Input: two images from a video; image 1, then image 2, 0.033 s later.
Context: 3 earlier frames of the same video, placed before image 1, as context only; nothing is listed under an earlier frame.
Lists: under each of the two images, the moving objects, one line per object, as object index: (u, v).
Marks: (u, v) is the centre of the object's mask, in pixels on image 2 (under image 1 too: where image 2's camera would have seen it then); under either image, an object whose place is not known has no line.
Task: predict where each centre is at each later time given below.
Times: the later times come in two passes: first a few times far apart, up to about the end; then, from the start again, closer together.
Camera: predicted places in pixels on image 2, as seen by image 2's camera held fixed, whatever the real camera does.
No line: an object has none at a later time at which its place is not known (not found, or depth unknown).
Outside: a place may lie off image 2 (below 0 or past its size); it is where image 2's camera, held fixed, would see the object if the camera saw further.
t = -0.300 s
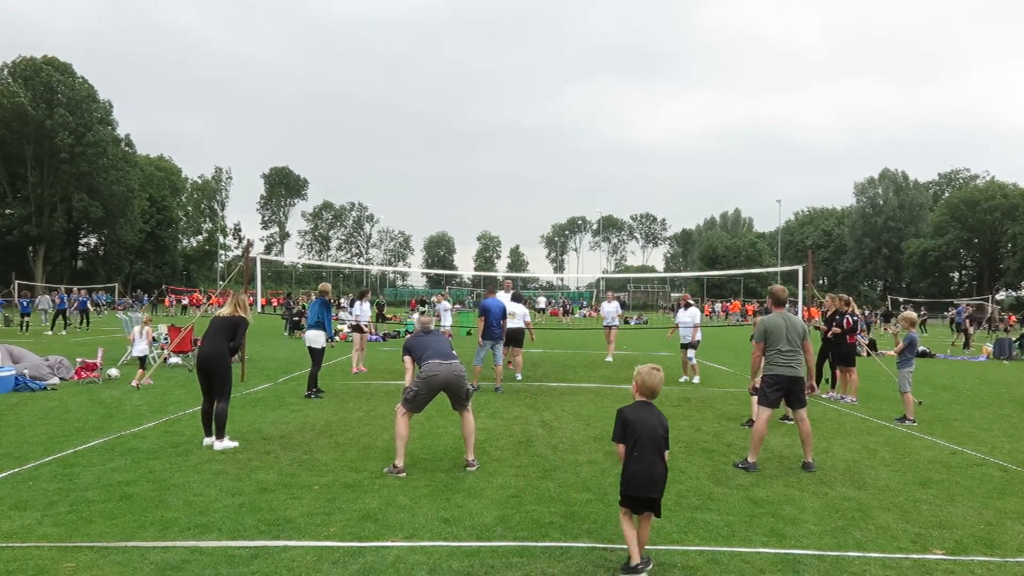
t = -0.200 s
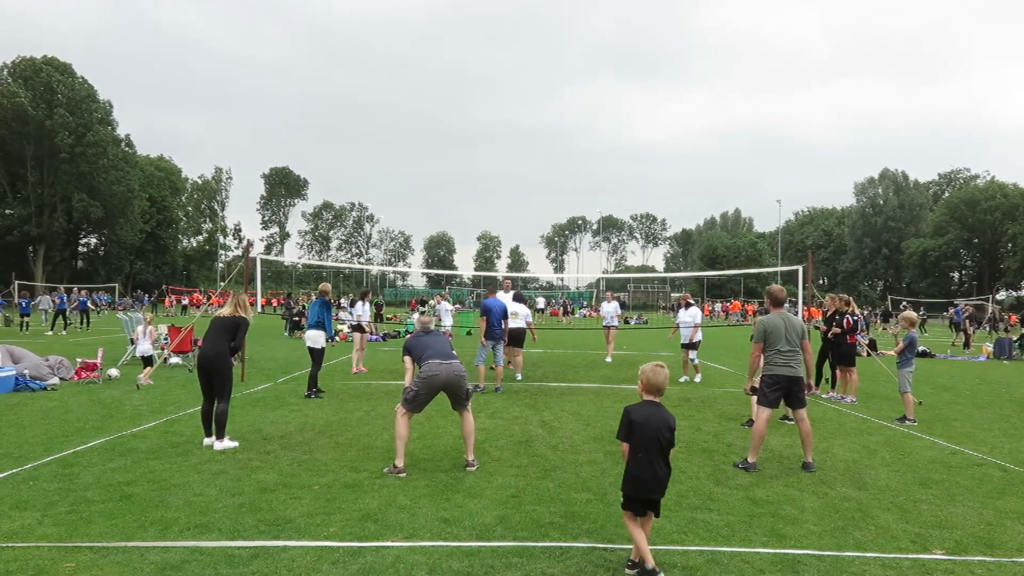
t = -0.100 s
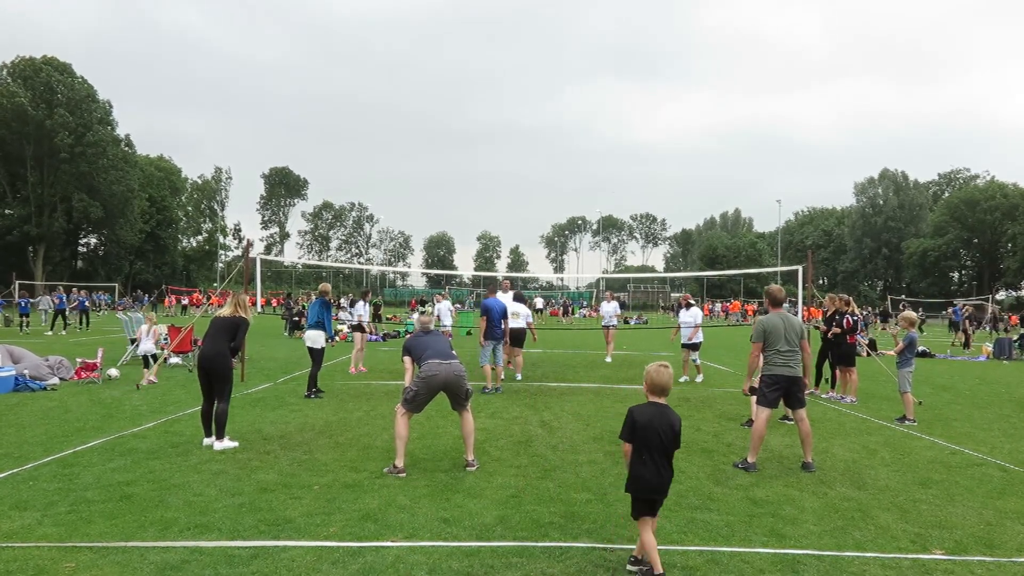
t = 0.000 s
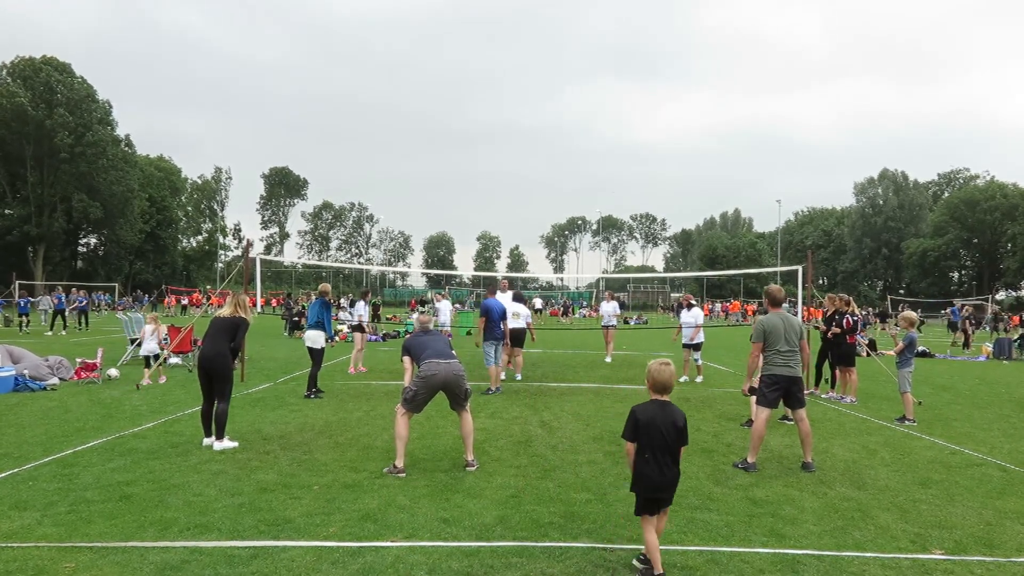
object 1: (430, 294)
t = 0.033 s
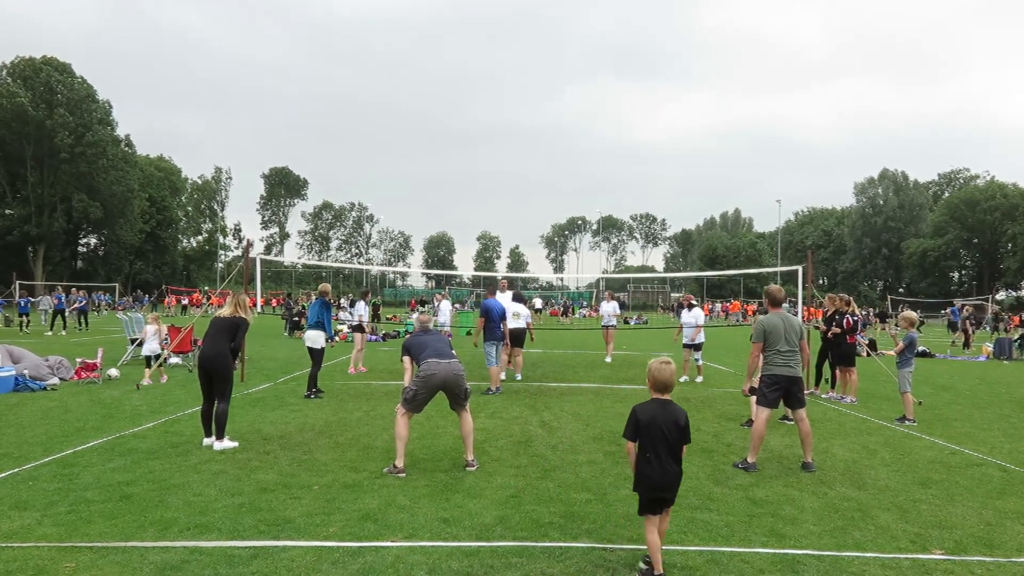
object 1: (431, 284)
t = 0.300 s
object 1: (438, 203)
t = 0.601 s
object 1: (448, 127)
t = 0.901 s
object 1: (454, 83)
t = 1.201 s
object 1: (461, 85)
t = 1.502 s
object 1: (465, 155)
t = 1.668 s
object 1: (467, 241)
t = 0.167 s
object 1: (434, 240)
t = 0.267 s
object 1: (437, 213)
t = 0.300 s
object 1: (438, 203)
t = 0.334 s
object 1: (439, 194)
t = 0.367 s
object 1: (440, 186)
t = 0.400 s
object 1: (441, 176)
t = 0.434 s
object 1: (443, 167)
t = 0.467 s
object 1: (444, 158)
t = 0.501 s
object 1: (445, 150)
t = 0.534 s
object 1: (446, 142)
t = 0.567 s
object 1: (447, 135)
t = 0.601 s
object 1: (448, 127)
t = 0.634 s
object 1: (449, 121)
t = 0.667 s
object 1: (449, 114)
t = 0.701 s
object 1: (450, 108)
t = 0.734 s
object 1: (451, 103)
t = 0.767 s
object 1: (451, 98)
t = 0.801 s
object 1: (452, 93)
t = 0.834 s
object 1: (453, 90)
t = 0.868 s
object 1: (454, 86)
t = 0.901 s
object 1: (454, 83)
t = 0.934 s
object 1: (455, 81)
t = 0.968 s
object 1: (456, 79)
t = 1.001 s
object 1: (457, 78)
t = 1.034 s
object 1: (458, 77)
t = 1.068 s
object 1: (458, 77)
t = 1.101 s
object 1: (459, 78)
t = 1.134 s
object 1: (460, 80)
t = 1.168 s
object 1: (460, 82)
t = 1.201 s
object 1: (461, 85)
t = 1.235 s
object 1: (462, 88)
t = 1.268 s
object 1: (462, 93)
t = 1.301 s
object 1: (463, 98)
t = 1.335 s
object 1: (463, 104)
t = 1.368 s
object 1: (464, 112)
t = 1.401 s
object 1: (464, 121)
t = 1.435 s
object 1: (464, 131)
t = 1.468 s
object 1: (465, 143)
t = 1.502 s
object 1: (465, 155)
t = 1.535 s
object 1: (465, 170)
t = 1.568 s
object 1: (467, 186)
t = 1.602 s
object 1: (467, 202)
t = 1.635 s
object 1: (467, 221)
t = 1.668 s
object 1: (467, 241)
